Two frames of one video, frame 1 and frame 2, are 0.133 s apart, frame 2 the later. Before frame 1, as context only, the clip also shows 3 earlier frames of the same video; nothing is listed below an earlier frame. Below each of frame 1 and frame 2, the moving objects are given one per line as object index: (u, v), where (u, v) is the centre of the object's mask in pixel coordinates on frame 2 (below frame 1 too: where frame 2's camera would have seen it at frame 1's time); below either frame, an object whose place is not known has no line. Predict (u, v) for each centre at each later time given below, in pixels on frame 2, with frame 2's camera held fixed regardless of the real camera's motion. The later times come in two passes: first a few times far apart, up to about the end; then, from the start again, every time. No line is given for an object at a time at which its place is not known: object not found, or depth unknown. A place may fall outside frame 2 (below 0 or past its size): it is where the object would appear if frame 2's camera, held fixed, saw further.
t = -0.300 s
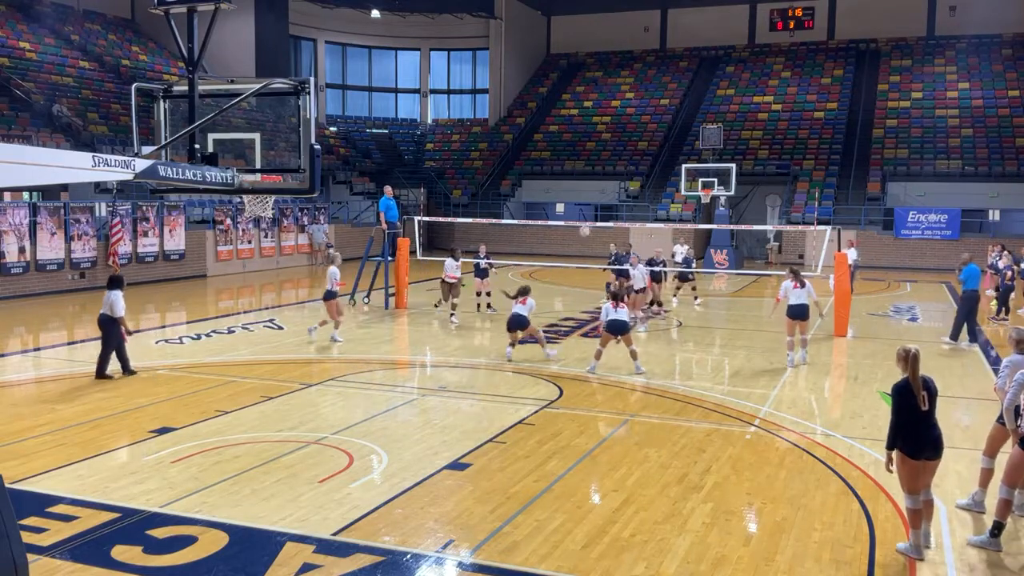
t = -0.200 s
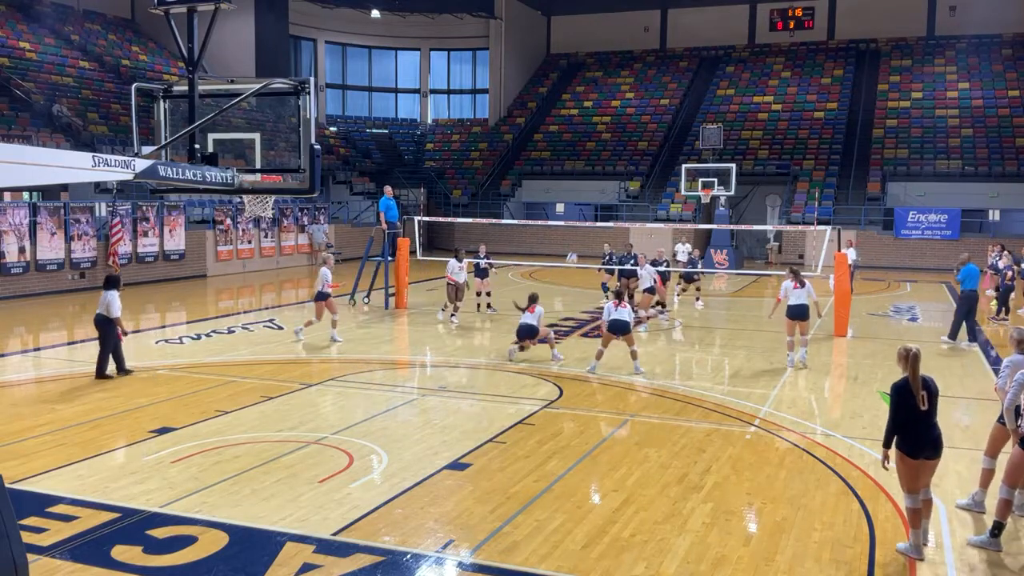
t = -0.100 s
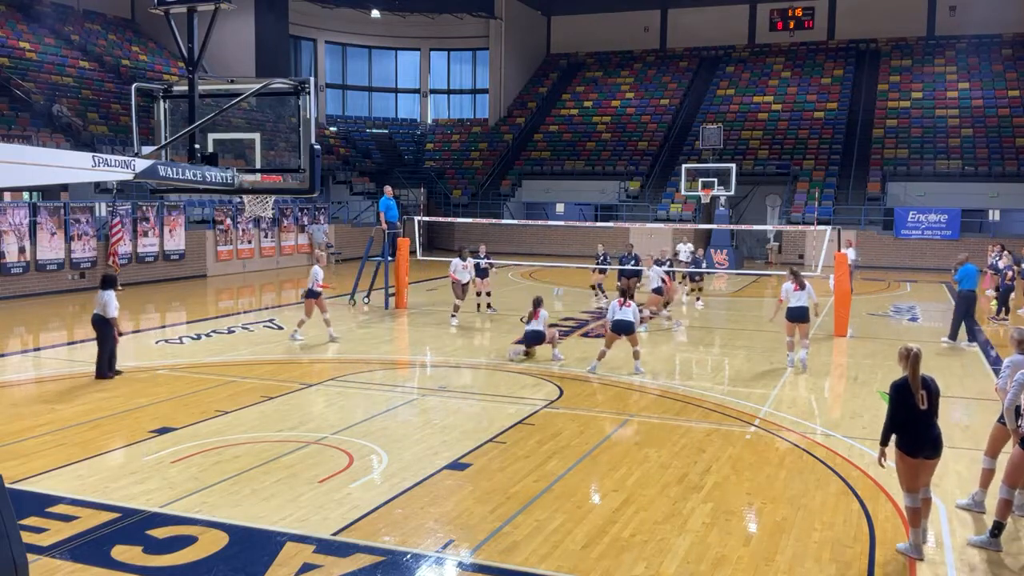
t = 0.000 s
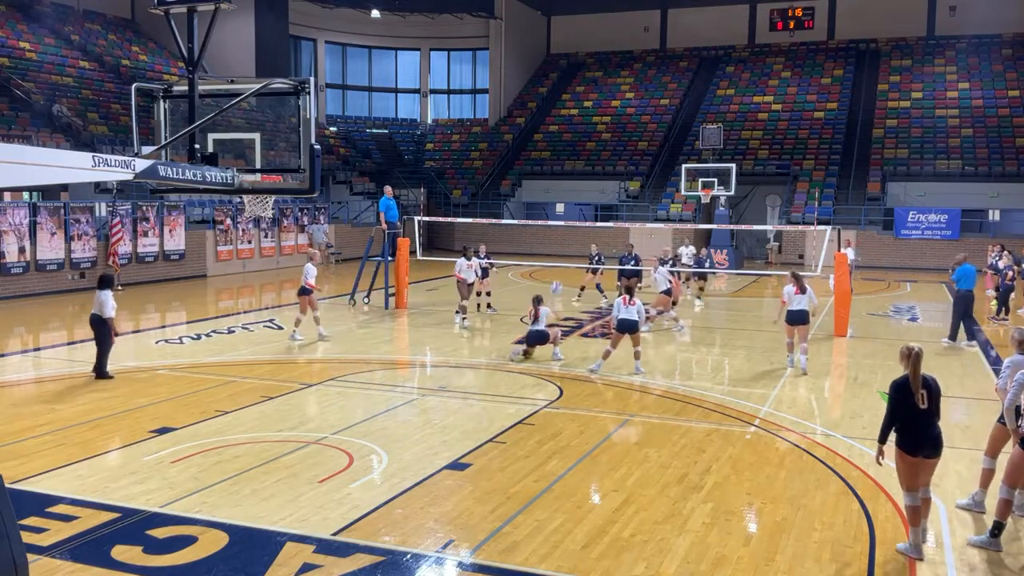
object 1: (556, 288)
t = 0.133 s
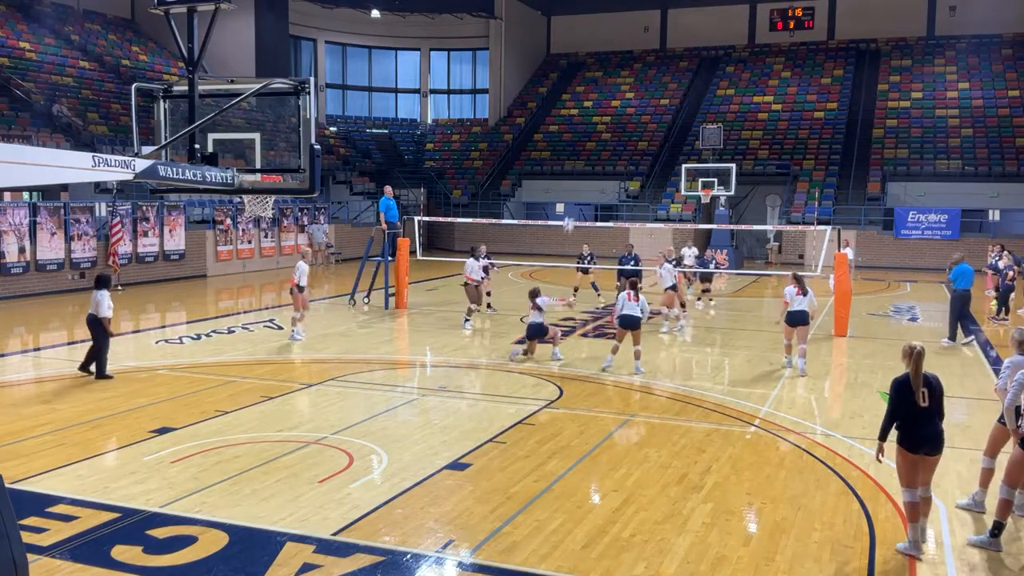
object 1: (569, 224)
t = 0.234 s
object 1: (577, 183)
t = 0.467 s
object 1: (595, 109)
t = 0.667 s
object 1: (610, 69)
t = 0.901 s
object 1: (626, 51)
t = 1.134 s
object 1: (641, 64)
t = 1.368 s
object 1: (654, 107)
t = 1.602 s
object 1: (667, 178)
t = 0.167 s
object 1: (571, 211)
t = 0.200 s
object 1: (574, 196)
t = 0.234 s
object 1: (577, 183)
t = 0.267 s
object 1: (580, 171)
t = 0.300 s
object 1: (582, 159)
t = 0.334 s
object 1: (585, 148)
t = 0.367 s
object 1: (588, 137)
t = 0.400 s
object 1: (590, 127)
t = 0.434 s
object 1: (593, 117)
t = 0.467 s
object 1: (595, 109)
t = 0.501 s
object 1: (598, 101)
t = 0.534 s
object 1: (600, 93)
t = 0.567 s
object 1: (603, 86)
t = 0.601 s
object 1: (605, 80)
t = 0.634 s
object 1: (608, 74)
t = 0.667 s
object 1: (610, 69)
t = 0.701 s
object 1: (613, 64)
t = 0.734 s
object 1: (615, 61)
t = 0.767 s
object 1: (617, 57)
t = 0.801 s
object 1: (620, 55)
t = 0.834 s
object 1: (622, 53)
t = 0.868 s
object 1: (624, 52)
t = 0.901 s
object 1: (626, 51)
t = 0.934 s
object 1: (628, 51)
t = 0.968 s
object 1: (630, 52)
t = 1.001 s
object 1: (633, 53)
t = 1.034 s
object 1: (635, 55)
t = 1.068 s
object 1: (637, 57)
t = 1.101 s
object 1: (639, 60)
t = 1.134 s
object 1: (641, 64)
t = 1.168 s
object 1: (643, 69)
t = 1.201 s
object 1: (645, 74)
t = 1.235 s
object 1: (647, 79)
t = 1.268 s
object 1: (649, 85)
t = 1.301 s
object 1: (651, 92)
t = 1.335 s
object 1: (653, 99)
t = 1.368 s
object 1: (654, 107)
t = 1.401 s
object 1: (656, 116)
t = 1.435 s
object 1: (658, 125)
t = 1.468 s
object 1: (660, 134)
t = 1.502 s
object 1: (662, 145)
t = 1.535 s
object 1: (663, 155)
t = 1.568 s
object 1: (665, 167)
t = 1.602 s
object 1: (667, 178)
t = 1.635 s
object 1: (668, 190)
